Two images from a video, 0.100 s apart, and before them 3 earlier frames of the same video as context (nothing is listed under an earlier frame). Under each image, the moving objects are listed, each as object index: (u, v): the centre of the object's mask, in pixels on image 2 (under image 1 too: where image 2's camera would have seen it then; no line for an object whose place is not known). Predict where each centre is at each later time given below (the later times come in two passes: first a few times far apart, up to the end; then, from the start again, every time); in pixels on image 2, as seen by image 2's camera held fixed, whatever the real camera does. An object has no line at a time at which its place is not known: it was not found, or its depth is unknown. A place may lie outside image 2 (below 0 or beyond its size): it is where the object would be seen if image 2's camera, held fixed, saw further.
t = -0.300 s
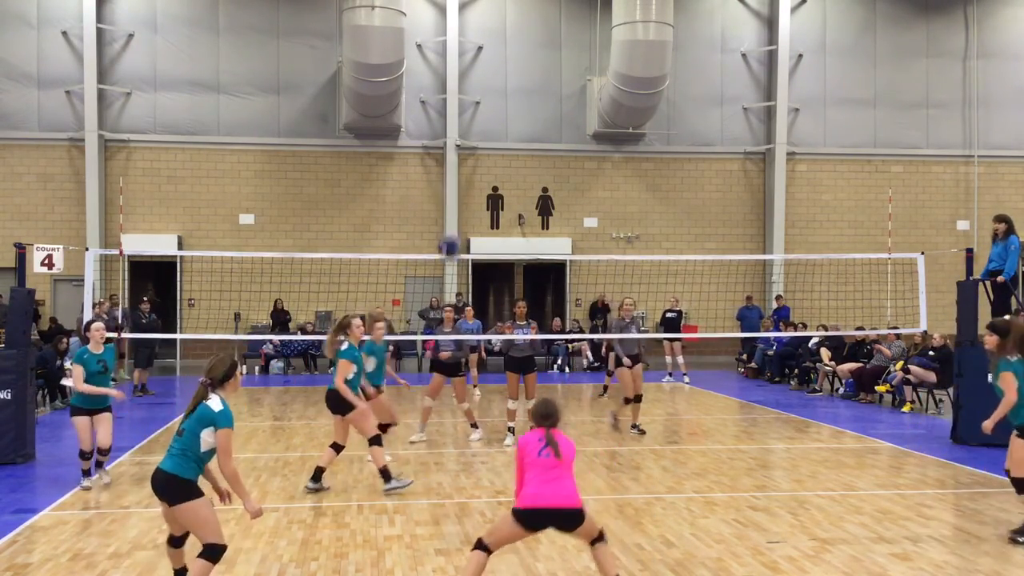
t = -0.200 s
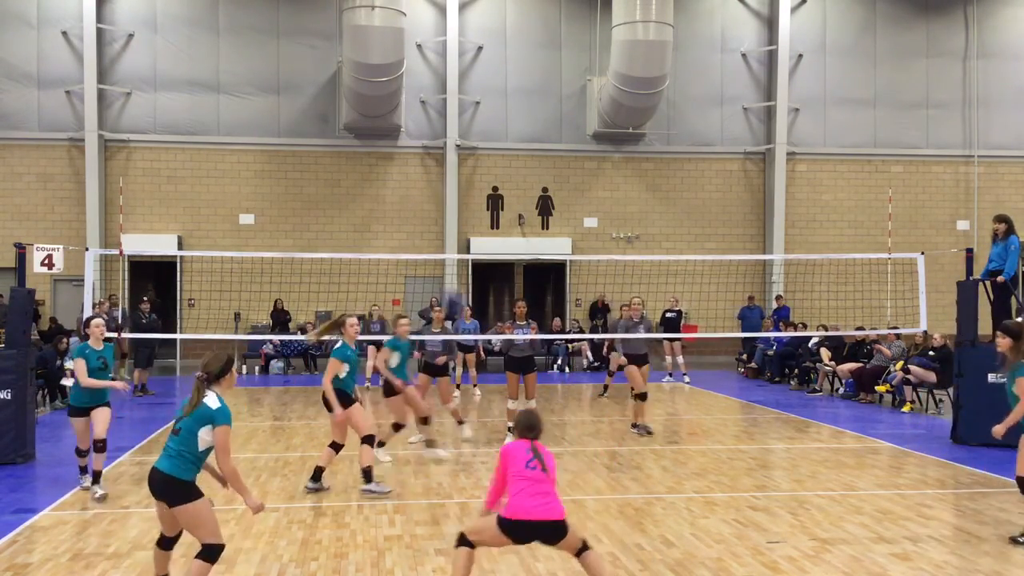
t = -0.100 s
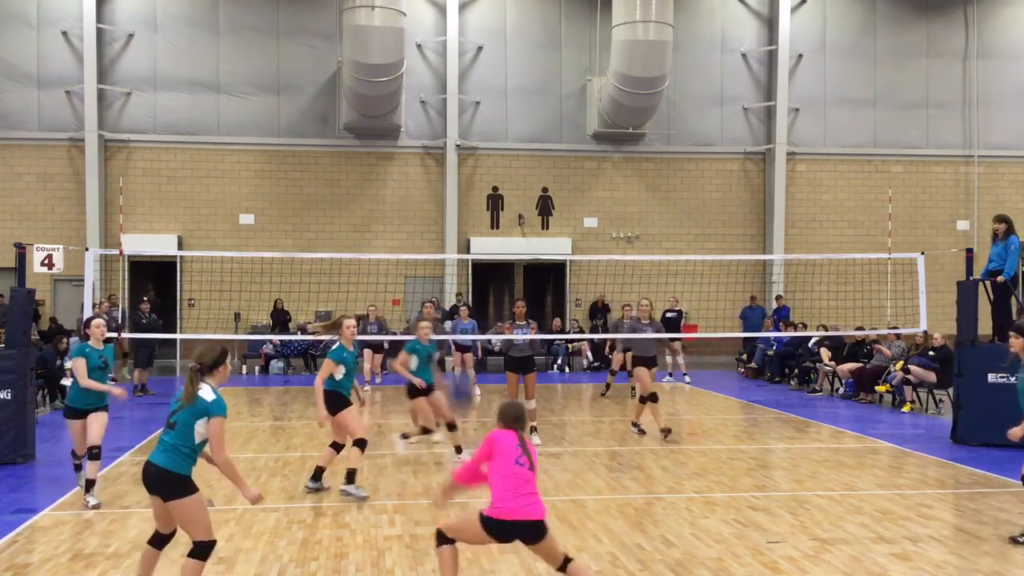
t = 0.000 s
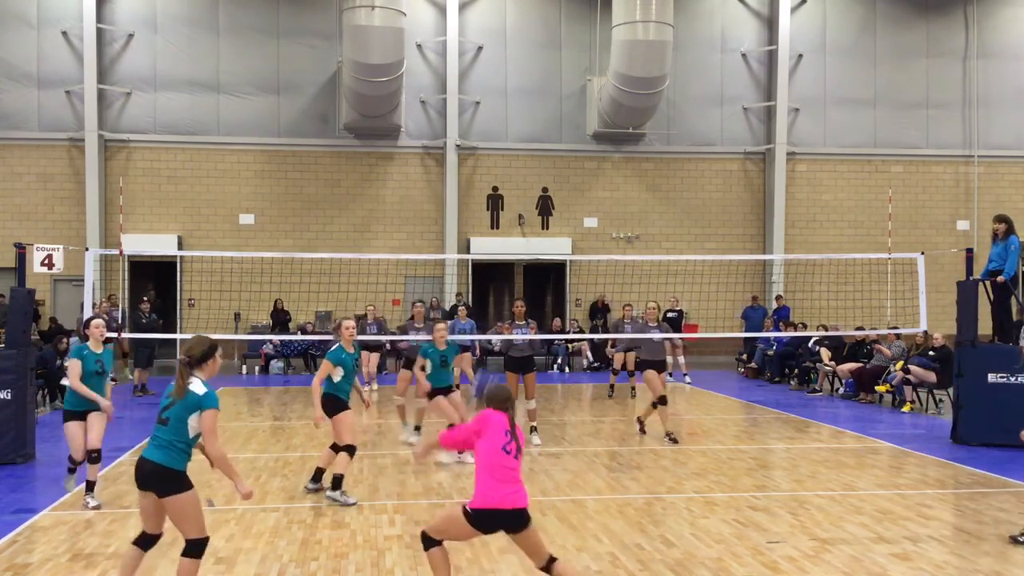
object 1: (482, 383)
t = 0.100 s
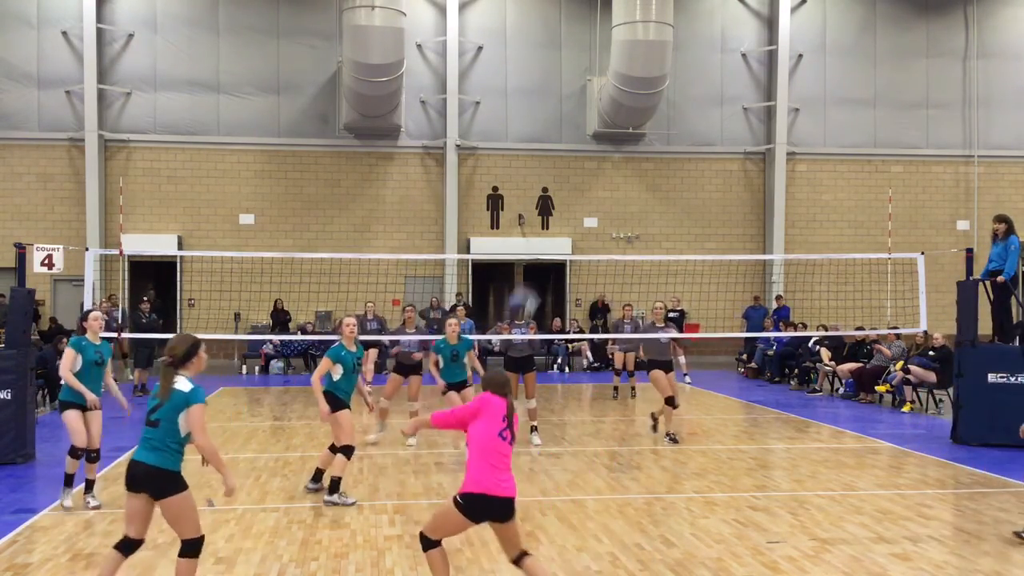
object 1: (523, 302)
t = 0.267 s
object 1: (577, 208)
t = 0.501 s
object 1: (645, 152)
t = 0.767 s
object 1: (711, 177)
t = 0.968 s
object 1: (752, 249)
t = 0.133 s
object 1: (534, 282)
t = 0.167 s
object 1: (544, 263)
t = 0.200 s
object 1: (557, 240)
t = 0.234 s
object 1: (566, 224)
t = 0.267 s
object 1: (577, 208)
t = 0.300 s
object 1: (588, 194)
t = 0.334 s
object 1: (597, 184)
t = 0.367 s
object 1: (608, 174)
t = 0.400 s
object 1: (617, 167)
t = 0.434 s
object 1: (626, 160)
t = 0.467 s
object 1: (636, 155)
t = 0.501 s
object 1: (645, 152)
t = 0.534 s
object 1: (652, 150)
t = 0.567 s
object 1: (662, 150)
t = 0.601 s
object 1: (670, 151)
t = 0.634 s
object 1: (678, 154)
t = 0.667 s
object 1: (688, 158)
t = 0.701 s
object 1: (695, 164)
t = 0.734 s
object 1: (703, 170)
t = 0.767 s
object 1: (711, 177)
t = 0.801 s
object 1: (718, 187)
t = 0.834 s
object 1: (724, 197)
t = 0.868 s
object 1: (732, 208)
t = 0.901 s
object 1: (740, 221)
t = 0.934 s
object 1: (746, 234)
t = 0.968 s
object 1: (752, 249)
